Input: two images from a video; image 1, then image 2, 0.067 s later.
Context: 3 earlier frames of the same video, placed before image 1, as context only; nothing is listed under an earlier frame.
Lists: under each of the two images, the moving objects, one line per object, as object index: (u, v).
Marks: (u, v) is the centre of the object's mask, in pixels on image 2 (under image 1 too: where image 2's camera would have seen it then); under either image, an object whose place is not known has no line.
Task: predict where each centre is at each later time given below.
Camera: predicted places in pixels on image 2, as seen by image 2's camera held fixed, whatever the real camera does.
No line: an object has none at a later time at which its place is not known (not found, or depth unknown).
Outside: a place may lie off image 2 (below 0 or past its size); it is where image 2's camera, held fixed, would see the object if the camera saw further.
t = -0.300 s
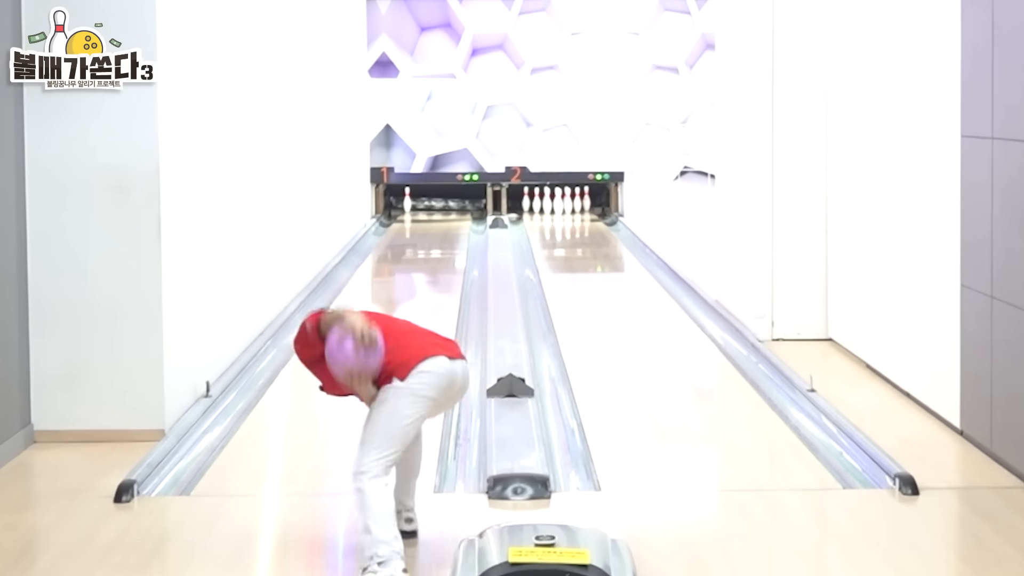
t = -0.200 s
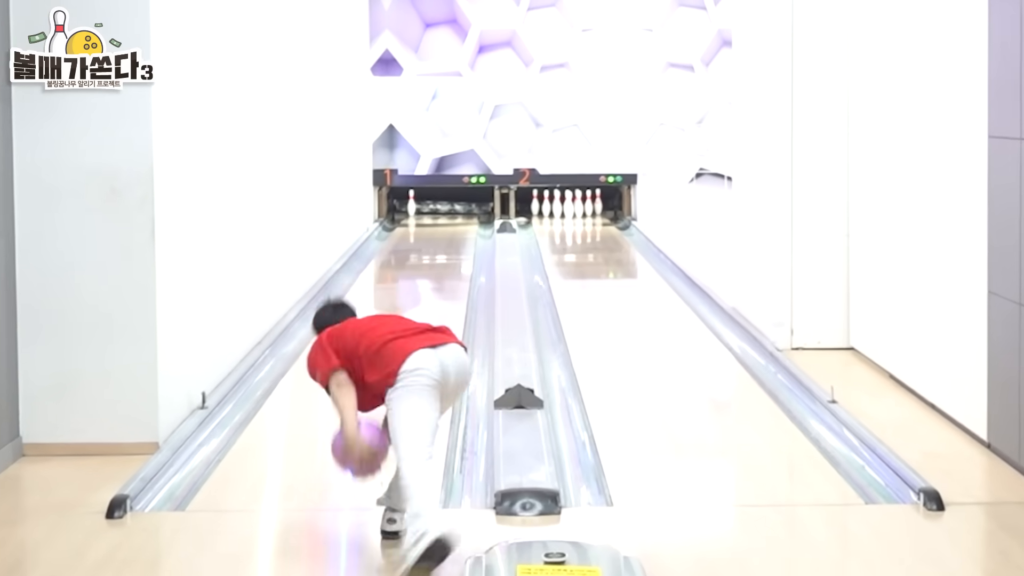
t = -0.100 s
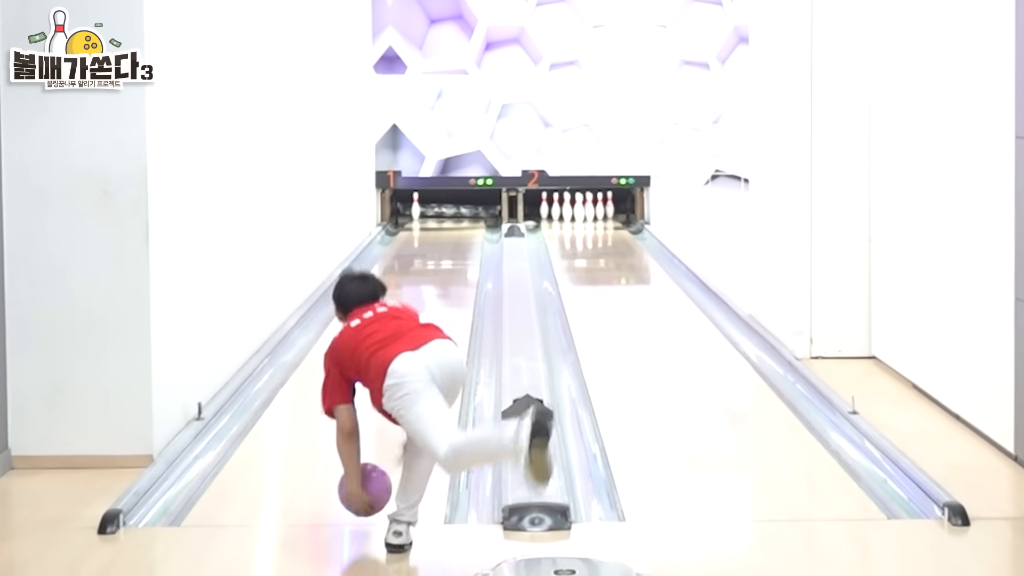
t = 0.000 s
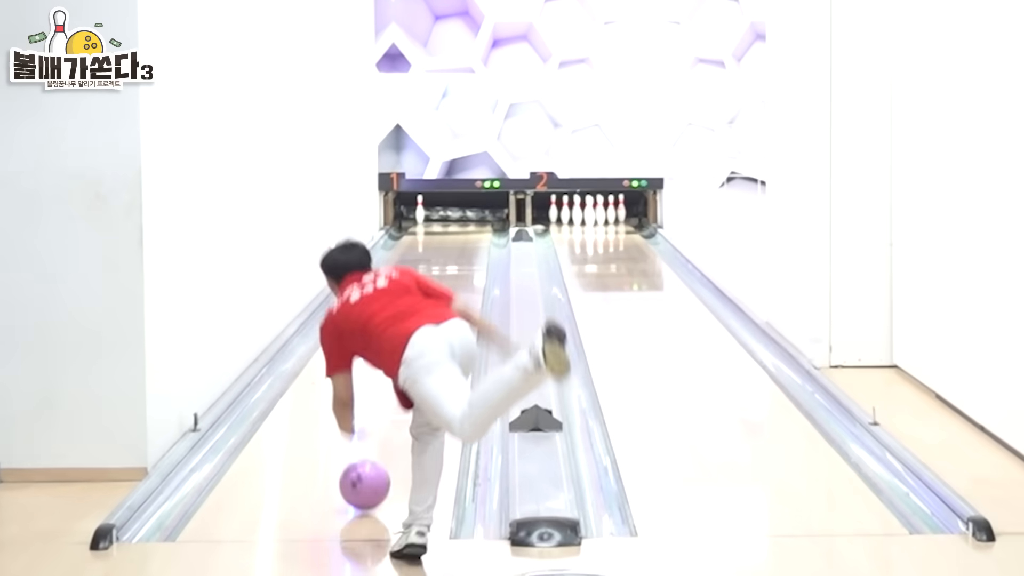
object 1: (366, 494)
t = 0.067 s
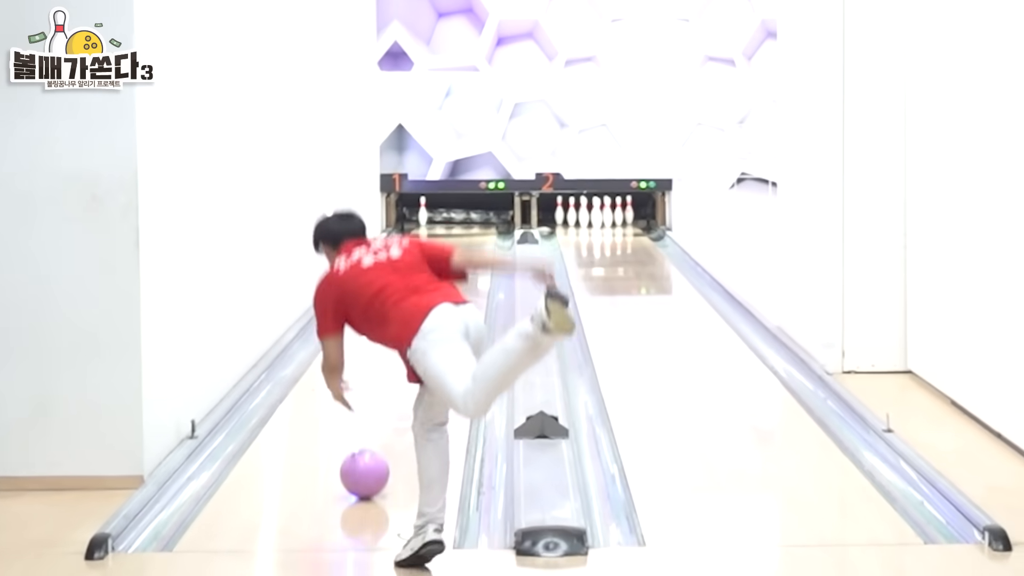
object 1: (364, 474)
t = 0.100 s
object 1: (364, 463)
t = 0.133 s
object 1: (363, 454)
